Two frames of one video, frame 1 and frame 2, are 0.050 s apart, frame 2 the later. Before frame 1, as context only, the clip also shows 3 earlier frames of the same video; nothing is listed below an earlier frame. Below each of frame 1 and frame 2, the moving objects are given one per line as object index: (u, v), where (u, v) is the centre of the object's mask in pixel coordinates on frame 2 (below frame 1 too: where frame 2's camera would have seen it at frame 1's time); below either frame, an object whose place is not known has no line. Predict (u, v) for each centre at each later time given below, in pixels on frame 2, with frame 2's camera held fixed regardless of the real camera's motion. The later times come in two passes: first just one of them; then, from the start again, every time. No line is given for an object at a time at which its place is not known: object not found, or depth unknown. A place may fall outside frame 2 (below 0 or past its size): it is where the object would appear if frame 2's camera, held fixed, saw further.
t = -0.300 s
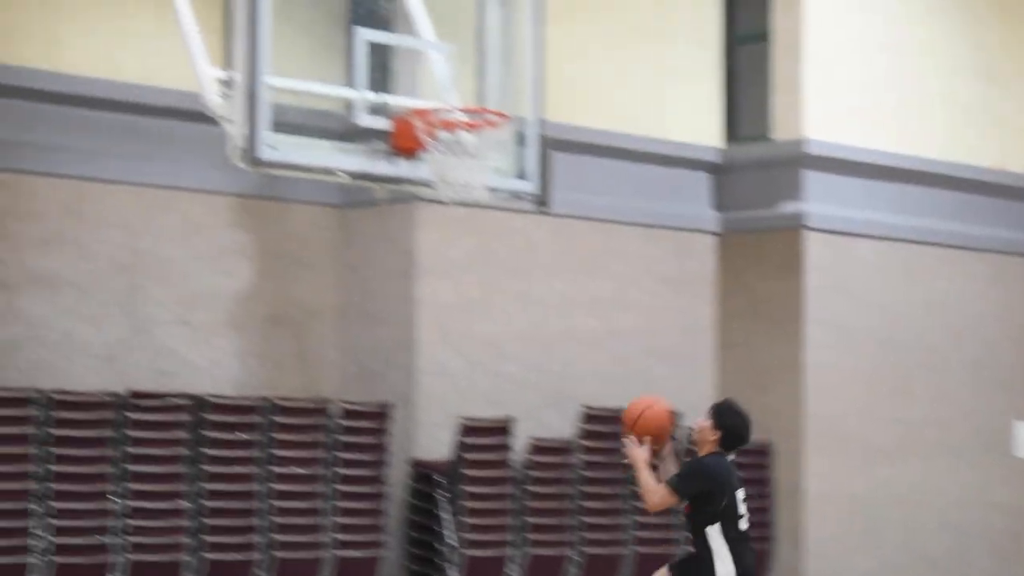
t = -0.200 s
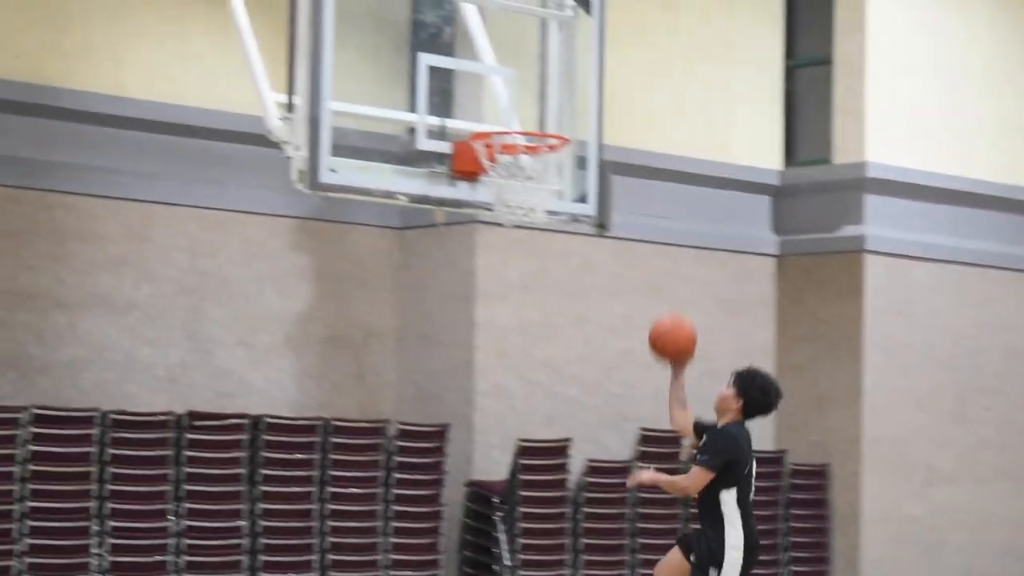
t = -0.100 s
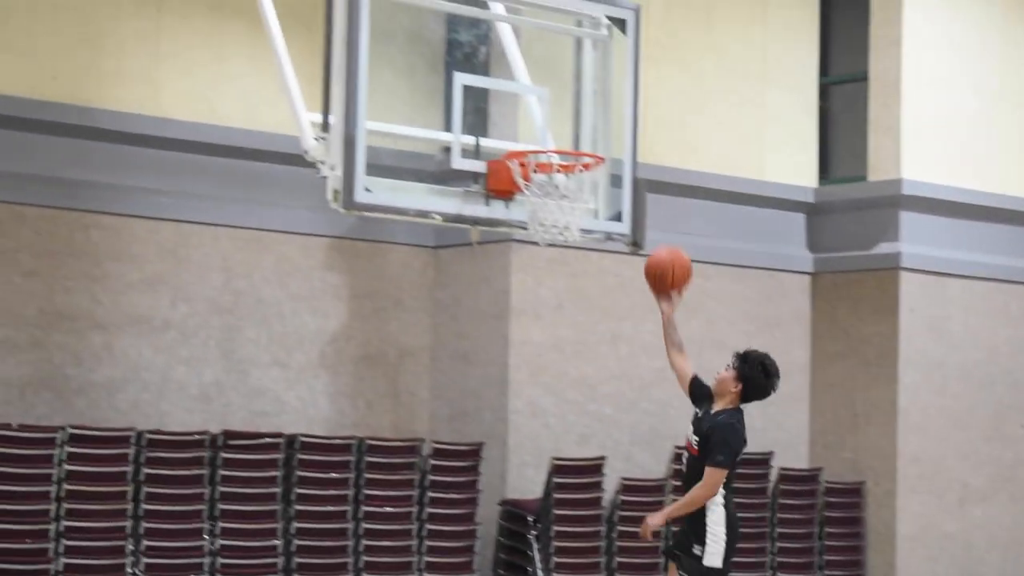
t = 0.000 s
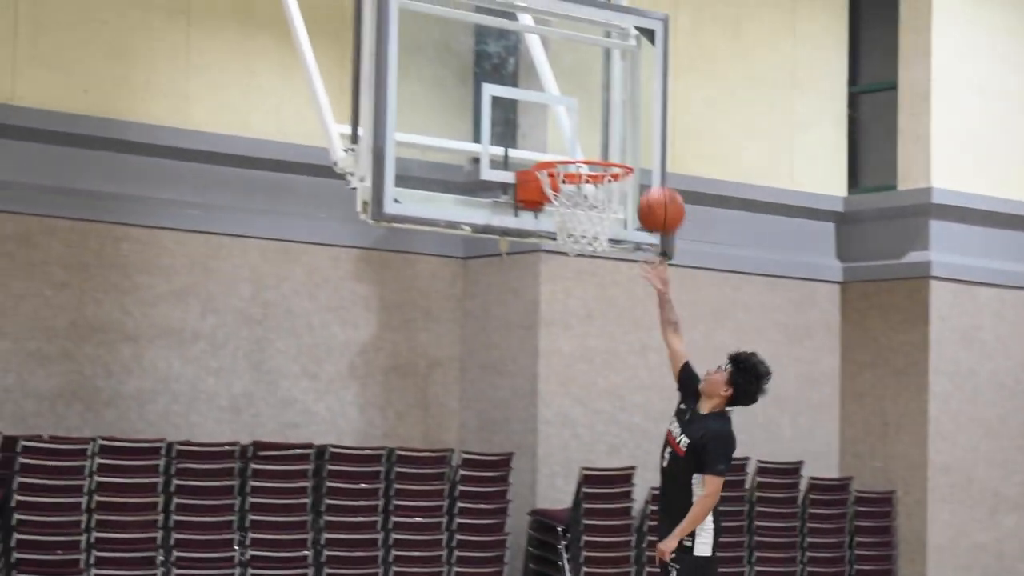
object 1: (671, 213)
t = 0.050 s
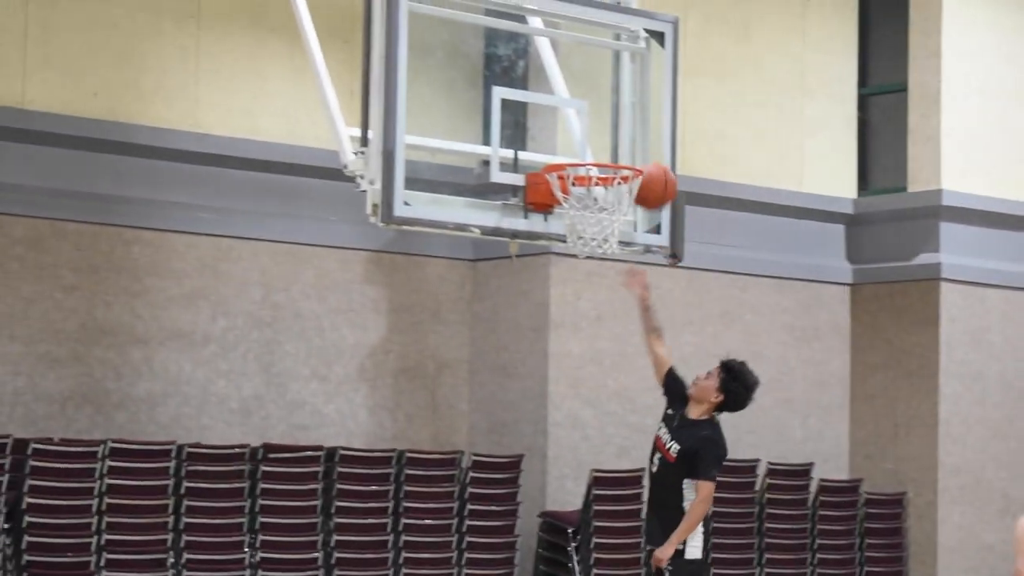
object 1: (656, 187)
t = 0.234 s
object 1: (609, 130)
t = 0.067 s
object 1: (652, 178)
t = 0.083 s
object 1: (646, 168)
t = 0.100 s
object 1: (638, 159)
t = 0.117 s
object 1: (629, 152)
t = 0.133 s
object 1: (623, 149)
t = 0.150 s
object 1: (616, 146)
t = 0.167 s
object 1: (610, 142)
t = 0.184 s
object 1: (606, 139)
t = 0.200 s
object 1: (607, 135)
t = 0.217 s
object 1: (608, 132)
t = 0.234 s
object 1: (609, 130)
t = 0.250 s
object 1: (611, 127)
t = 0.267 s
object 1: (612, 126)
